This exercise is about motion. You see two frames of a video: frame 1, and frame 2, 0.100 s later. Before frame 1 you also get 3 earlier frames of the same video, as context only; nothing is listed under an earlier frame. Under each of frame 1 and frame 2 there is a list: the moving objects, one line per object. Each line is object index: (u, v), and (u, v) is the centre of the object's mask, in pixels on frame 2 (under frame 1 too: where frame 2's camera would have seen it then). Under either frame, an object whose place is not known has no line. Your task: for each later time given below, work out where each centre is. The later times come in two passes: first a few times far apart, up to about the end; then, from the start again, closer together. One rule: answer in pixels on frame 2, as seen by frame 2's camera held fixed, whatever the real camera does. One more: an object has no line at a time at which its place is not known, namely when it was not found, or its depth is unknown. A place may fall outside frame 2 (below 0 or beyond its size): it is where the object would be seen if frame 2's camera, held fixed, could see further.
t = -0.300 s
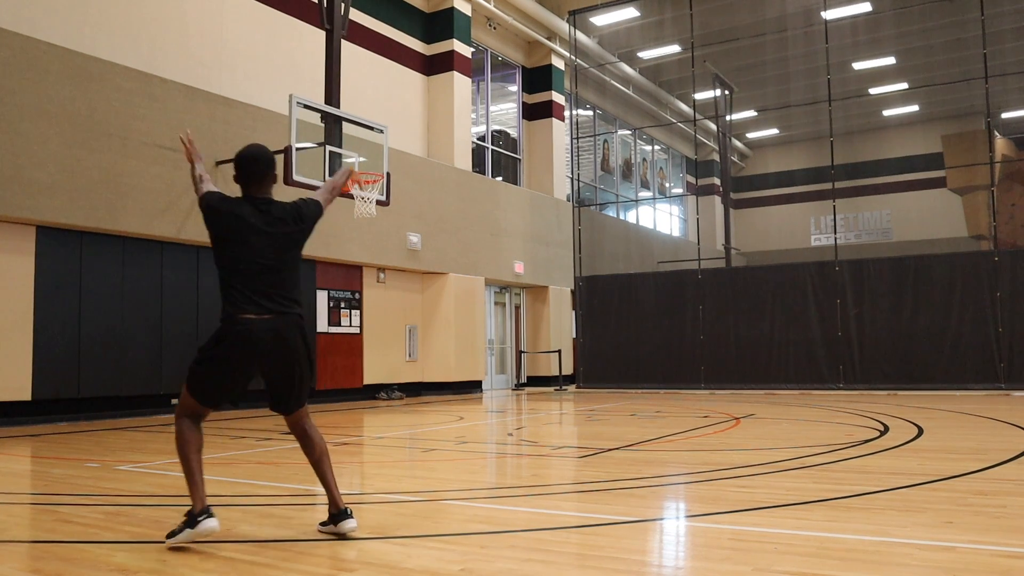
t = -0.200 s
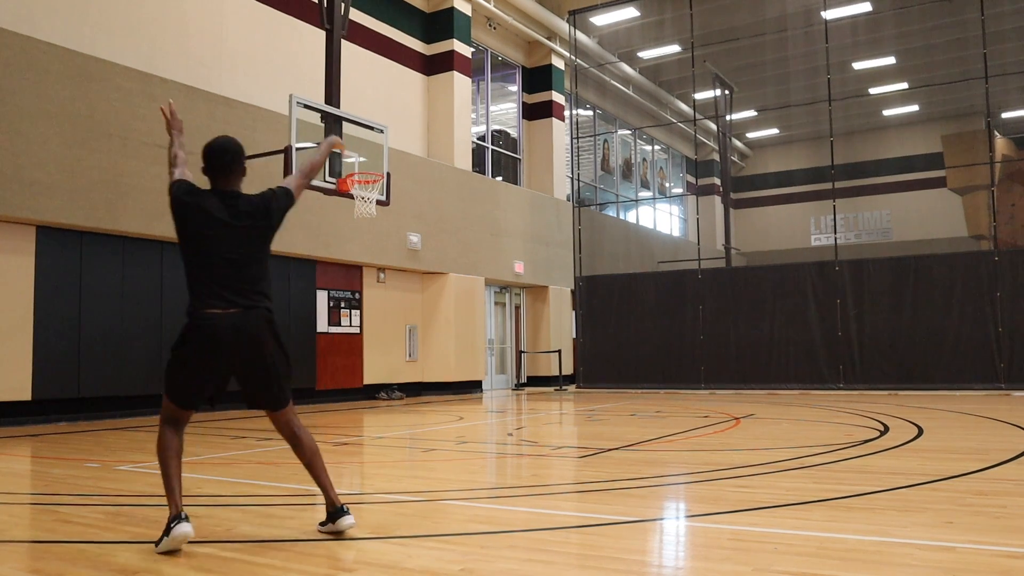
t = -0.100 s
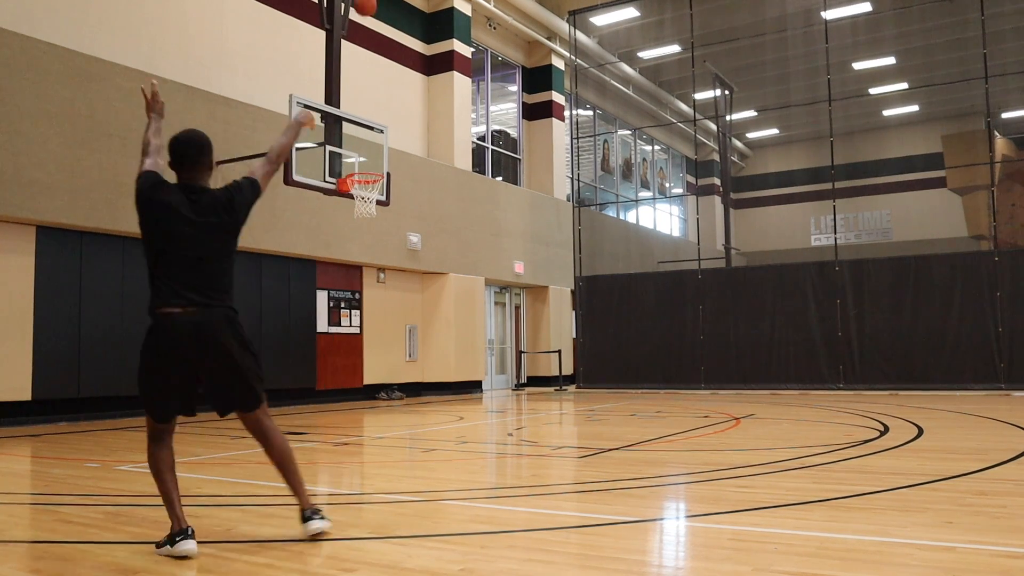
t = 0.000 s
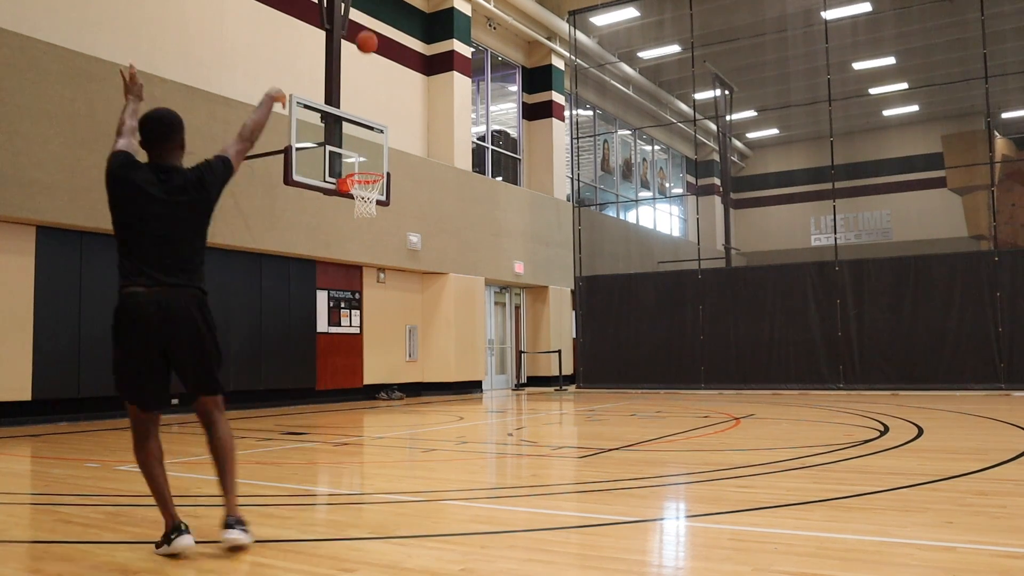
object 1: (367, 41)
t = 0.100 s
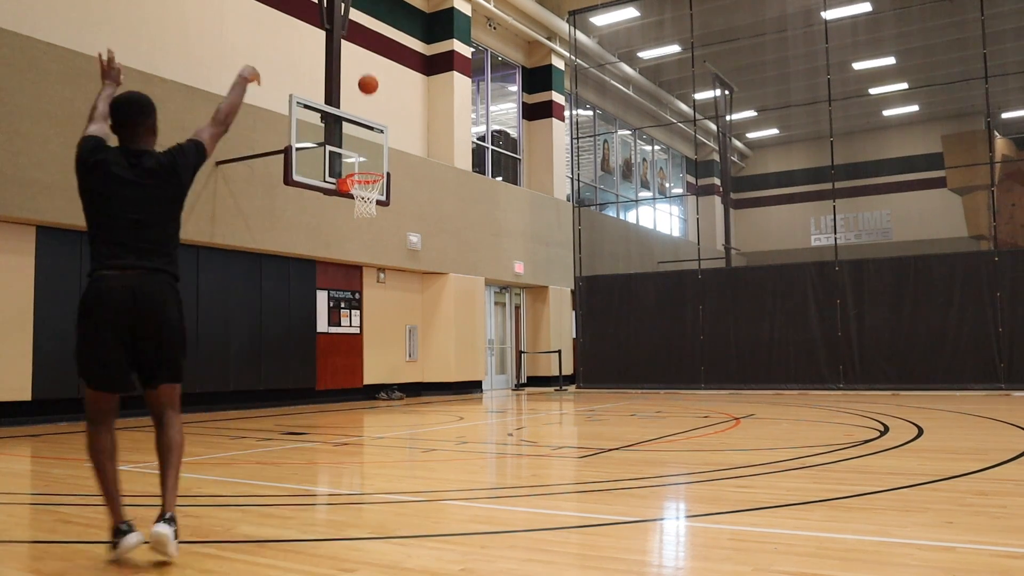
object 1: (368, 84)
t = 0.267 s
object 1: (371, 161)
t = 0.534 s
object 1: (351, 196)
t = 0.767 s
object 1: (364, 222)
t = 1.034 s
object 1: (381, 310)
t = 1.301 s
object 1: (398, 385)
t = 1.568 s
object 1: (413, 312)
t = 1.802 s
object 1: (426, 293)
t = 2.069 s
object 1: (441, 323)
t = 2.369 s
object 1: (458, 401)
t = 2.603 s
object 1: (469, 351)
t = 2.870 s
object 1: (482, 345)
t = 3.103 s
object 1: (494, 383)
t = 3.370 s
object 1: (506, 375)
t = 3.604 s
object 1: (516, 367)
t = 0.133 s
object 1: (368, 99)
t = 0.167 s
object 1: (369, 114)
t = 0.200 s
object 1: (370, 130)
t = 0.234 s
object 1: (370, 146)
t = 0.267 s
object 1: (371, 161)
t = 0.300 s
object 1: (370, 179)
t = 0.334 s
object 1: (363, 182)
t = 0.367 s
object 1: (353, 187)
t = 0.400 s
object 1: (349, 190)
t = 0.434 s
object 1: (348, 183)
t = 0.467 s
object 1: (347, 196)
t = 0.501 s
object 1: (349, 196)
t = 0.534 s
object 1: (351, 196)
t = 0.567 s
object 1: (352, 197)
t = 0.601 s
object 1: (354, 199)
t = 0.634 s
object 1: (356, 201)
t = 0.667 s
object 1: (358, 205)
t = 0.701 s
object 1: (360, 209)
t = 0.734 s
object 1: (362, 215)
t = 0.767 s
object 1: (364, 222)
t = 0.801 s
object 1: (367, 230)
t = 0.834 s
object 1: (369, 239)
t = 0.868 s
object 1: (371, 249)
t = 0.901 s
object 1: (373, 259)
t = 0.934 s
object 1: (375, 270)
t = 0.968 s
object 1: (377, 283)
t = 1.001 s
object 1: (379, 296)
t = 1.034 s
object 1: (381, 310)
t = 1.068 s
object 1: (383, 325)
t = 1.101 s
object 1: (385, 341)
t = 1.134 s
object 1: (387, 358)
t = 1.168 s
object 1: (389, 375)
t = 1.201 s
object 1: (392, 393)
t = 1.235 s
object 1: (393, 411)
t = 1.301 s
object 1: (398, 385)
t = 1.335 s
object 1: (399, 373)
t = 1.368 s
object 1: (401, 361)
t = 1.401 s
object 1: (403, 351)
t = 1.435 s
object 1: (405, 341)
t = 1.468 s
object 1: (407, 333)
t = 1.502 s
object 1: (409, 324)
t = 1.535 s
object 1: (411, 317)
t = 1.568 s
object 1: (413, 312)
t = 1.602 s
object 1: (415, 307)
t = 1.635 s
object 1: (417, 302)
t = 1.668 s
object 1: (419, 299)
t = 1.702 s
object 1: (420, 296)
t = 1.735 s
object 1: (422, 294)
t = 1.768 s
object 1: (424, 293)
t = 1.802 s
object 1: (426, 293)
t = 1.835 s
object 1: (428, 294)
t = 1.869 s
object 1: (430, 296)
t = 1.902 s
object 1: (432, 298)
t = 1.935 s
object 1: (434, 302)
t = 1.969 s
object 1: (436, 306)
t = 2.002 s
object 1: (438, 311)
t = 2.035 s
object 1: (439, 316)
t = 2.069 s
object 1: (441, 323)
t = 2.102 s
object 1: (443, 331)
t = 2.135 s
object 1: (445, 339)
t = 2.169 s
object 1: (447, 348)
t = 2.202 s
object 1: (449, 358)
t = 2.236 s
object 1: (451, 369)
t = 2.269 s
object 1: (453, 382)
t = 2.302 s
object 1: (454, 392)
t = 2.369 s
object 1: (458, 401)
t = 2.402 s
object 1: (460, 391)
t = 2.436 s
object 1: (461, 383)
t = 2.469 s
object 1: (463, 375)
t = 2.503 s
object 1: (464, 368)
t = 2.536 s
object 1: (466, 361)
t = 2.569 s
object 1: (468, 356)
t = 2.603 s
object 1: (469, 351)
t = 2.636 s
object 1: (471, 348)
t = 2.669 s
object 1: (472, 345)
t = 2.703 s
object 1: (474, 343)
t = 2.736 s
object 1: (476, 342)
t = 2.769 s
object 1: (477, 342)
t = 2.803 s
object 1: (479, 342)
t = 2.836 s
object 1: (481, 343)
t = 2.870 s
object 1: (482, 345)
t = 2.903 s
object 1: (484, 348)
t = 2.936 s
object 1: (485, 352)
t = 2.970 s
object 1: (487, 356)
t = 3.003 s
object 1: (489, 362)
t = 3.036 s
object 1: (490, 368)
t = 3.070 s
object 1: (492, 375)
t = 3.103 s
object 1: (494, 383)
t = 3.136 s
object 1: (495, 391)
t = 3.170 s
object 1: (497, 401)
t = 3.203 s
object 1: (499, 404)
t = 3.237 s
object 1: (500, 397)
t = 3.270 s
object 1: (502, 390)
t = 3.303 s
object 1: (503, 384)
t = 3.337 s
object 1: (504, 379)
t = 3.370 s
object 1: (506, 375)
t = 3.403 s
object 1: (507, 371)
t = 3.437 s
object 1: (509, 369)
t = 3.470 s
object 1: (510, 366)
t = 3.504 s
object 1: (512, 366)
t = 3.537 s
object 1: (513, 365)
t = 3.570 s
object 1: (514, 366)
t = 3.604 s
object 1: (516, 367)
